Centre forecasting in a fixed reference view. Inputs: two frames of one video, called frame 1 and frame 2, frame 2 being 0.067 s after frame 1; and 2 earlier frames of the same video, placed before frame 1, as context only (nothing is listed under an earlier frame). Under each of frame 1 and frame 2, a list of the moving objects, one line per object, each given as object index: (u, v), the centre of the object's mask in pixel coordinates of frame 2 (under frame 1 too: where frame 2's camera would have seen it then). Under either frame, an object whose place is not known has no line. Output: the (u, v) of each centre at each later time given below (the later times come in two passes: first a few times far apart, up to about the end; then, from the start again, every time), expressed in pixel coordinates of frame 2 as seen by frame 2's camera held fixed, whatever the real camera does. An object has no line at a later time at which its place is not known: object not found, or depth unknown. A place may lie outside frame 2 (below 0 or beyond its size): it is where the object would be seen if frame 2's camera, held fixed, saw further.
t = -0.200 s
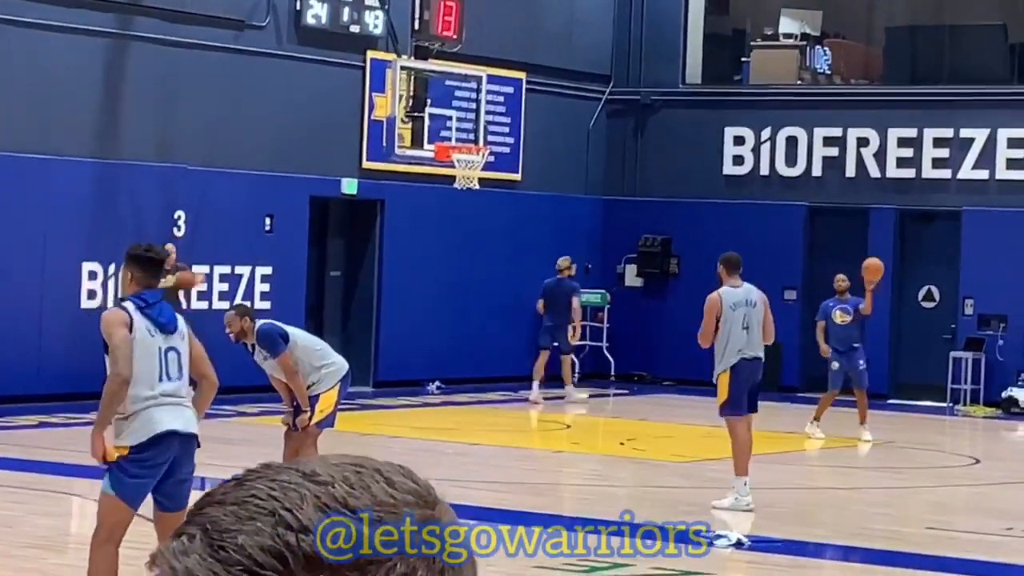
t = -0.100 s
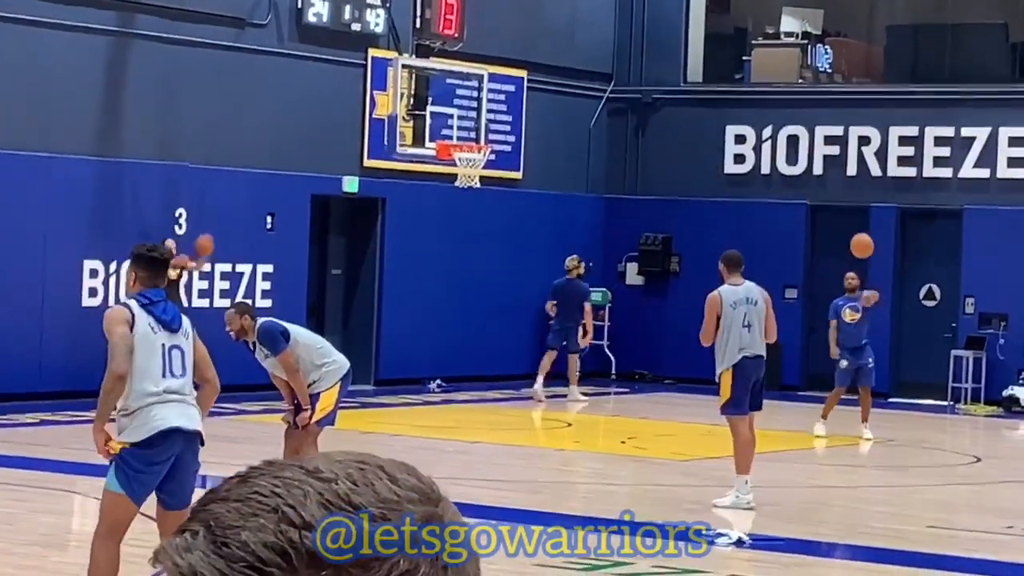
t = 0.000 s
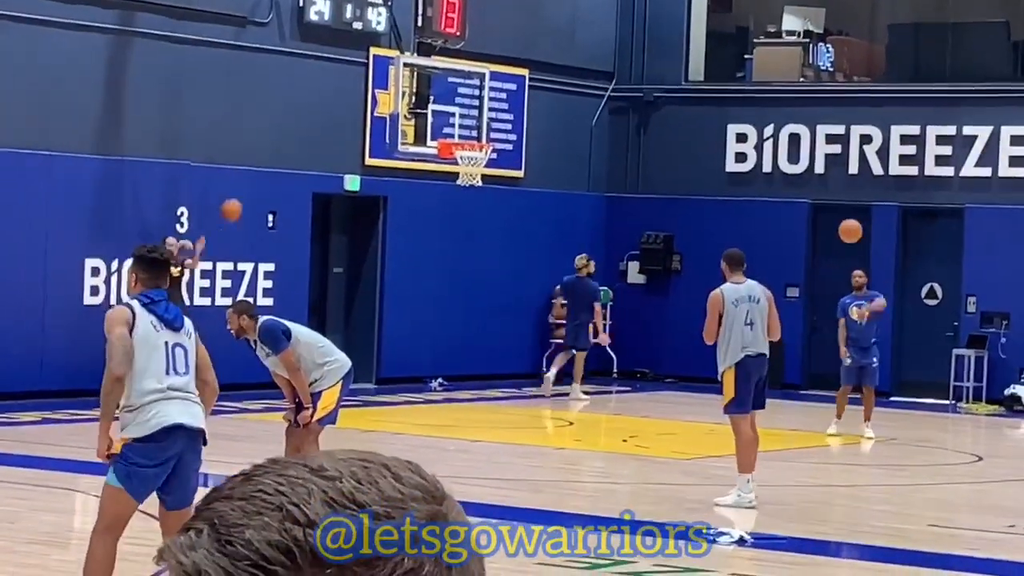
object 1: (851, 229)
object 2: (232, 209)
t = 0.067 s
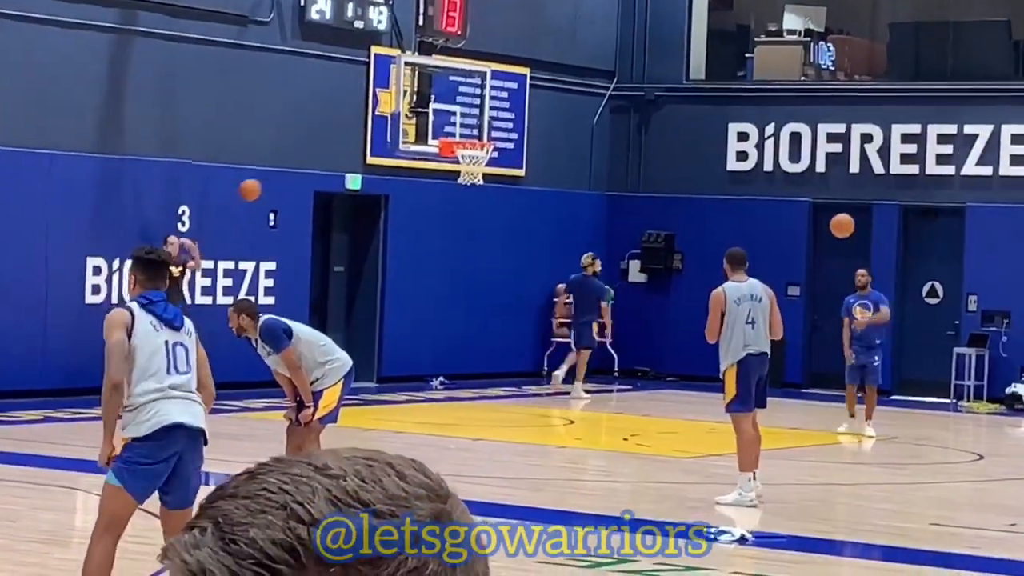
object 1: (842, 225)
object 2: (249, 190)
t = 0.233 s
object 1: (816, 232)
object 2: (293, 156)
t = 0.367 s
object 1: (794, 258)
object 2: (329, 147)
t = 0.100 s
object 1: (837, 225)
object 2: (258, 182)
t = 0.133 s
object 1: (832, 225)
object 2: (267, 174)
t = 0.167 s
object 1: (827, 227)
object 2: (275, 167)
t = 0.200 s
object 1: (821, 229)
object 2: (285, 161)
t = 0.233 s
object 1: (816, 232)
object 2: (293, 156)
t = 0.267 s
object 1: (811, 237)
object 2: (302, 153)
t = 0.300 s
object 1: (805, 243)
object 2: (311, 150)
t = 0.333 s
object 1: (800, 250)
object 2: (320, 147)
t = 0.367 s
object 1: (794, 258)
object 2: (329, 147)
